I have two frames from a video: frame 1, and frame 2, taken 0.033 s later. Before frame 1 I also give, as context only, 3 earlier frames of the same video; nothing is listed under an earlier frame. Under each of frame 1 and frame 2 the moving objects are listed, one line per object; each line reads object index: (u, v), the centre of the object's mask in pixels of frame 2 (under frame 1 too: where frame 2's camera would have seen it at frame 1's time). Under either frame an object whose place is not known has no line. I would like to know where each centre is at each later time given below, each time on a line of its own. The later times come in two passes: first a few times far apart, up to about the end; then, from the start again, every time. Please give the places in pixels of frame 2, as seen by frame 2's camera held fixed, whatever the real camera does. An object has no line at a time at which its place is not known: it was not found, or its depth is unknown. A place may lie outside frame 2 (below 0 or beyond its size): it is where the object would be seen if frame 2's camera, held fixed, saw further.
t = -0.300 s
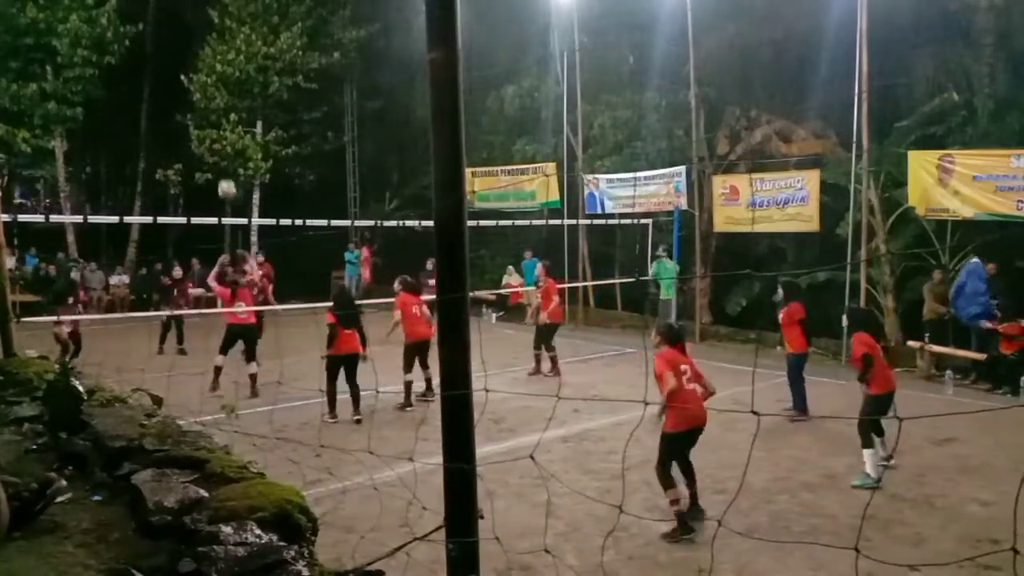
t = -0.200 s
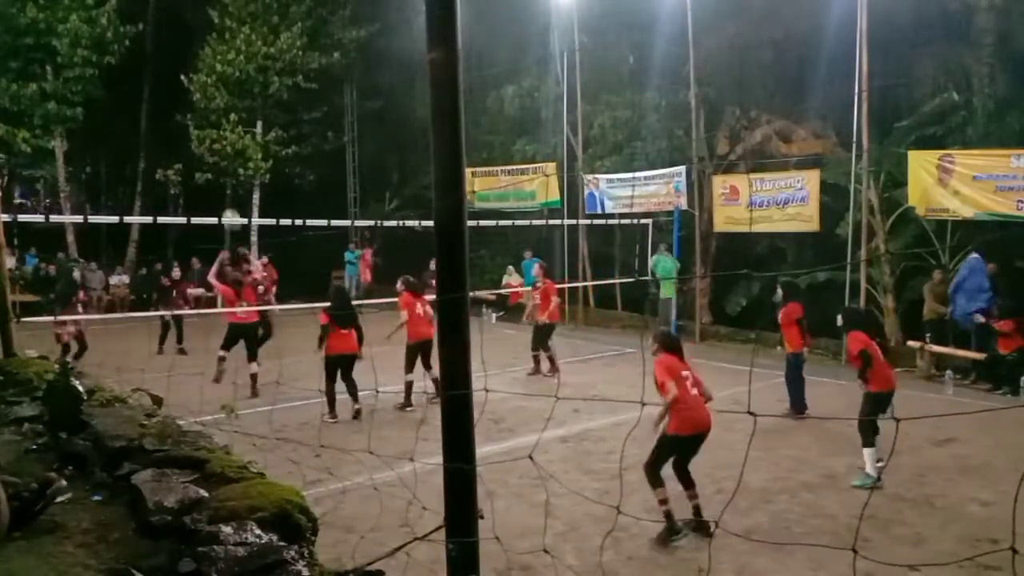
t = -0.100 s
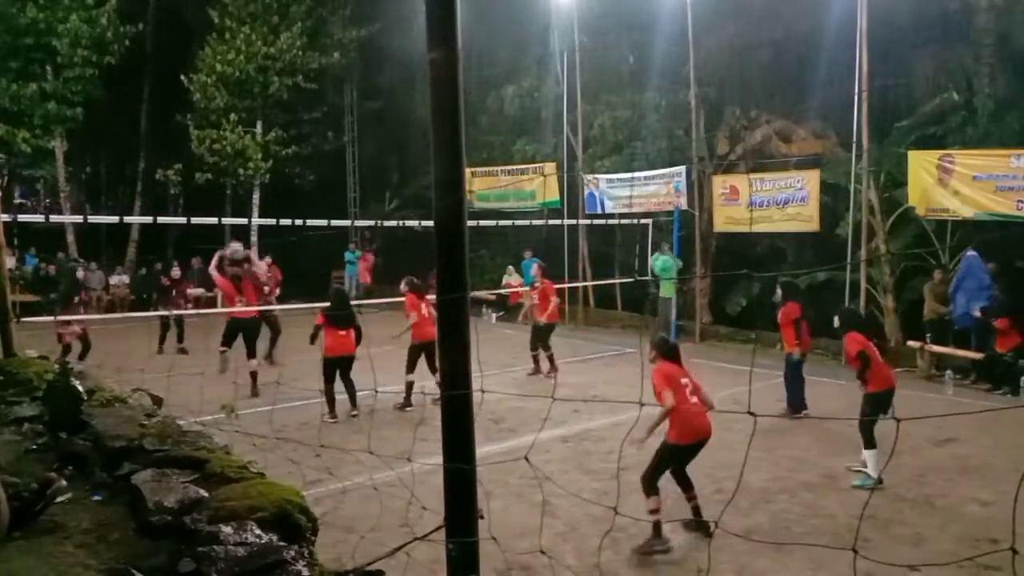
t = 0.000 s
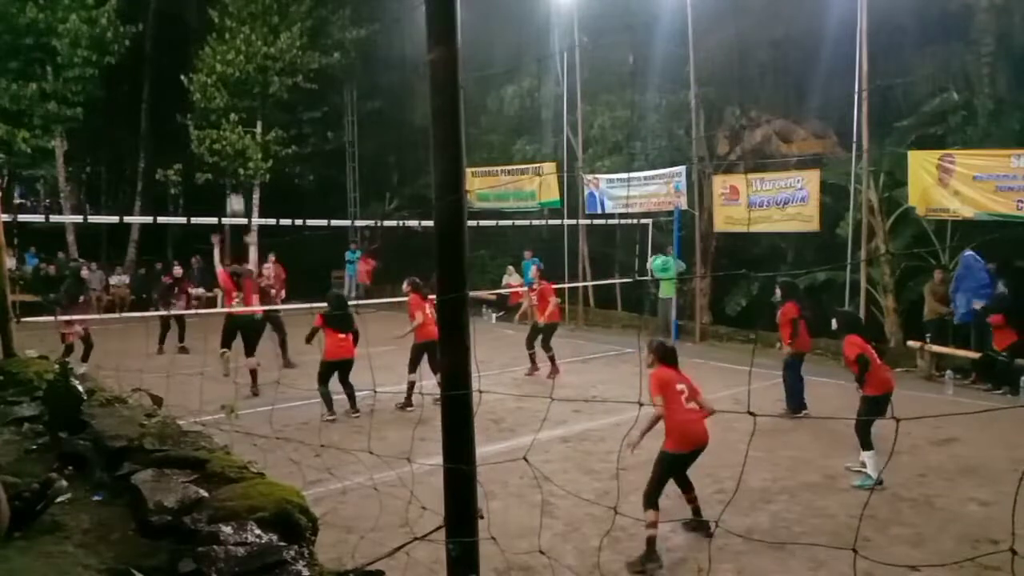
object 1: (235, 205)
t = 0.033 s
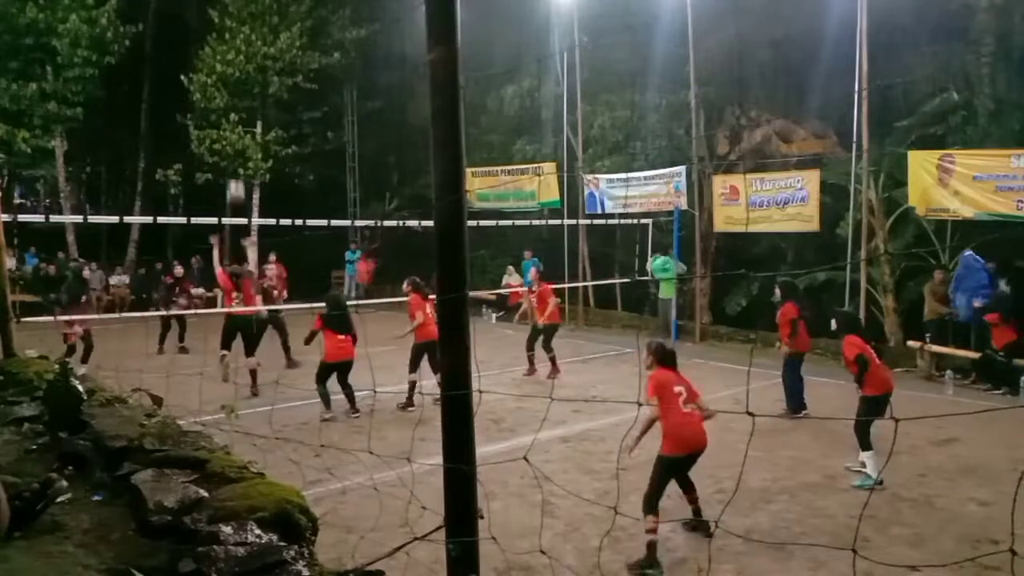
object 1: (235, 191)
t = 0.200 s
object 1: (236, 131)
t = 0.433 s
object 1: (239, 90)
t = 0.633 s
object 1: (242, 90)
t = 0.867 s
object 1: (246, 125)
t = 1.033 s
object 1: (249, 173)
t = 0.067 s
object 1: (235, 178)
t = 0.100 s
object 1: (236, 166)
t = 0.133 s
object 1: (236, 153)
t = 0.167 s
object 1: (236, 142)
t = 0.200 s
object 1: (236, 131)
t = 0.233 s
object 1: (237, 122)
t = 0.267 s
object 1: (237, 115)
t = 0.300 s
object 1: (238, 110)
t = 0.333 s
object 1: (238, 103)
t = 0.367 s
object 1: (239, 98)
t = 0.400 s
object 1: (239, 94)
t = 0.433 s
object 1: (239, 90)
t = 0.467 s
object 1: (239, 89)
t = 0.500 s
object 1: (240, 87)
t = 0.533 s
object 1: (240, 87)
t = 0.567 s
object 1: (241, 87)
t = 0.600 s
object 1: (241, 88)
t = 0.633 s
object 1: (242, 90)
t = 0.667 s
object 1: (242, 92)
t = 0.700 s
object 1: (243, 95)
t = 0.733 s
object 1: (243, 100)
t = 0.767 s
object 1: (244, 105)
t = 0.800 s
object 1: (245, 111)
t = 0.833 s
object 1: (245, 118)
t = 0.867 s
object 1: (246, 125)
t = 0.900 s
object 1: (246, 132)
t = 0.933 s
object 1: (247, 142)
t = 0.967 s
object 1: (248, 150)
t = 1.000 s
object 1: (248, 162)
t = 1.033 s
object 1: (249, 173)
